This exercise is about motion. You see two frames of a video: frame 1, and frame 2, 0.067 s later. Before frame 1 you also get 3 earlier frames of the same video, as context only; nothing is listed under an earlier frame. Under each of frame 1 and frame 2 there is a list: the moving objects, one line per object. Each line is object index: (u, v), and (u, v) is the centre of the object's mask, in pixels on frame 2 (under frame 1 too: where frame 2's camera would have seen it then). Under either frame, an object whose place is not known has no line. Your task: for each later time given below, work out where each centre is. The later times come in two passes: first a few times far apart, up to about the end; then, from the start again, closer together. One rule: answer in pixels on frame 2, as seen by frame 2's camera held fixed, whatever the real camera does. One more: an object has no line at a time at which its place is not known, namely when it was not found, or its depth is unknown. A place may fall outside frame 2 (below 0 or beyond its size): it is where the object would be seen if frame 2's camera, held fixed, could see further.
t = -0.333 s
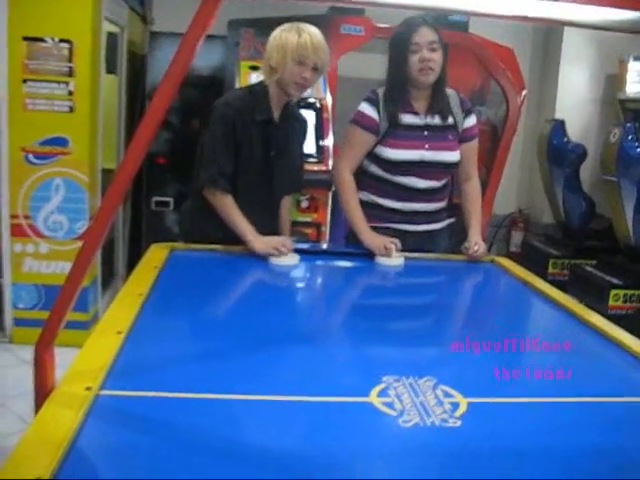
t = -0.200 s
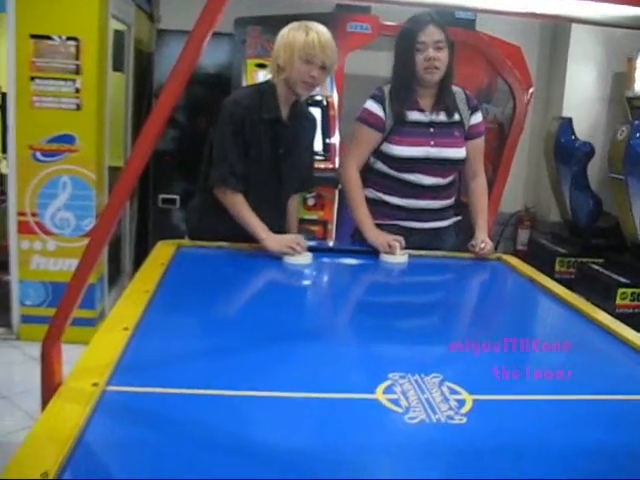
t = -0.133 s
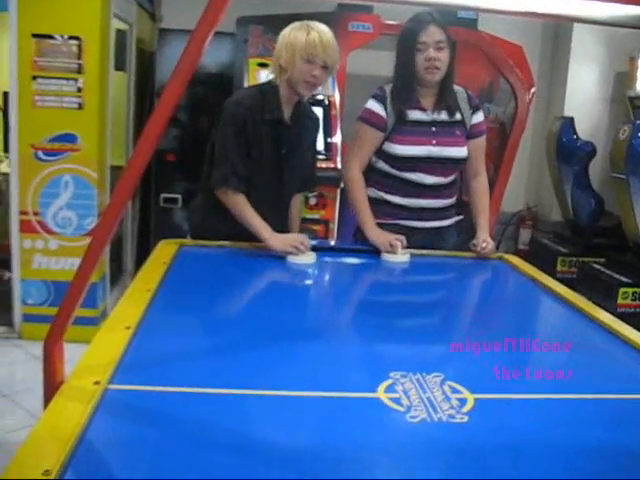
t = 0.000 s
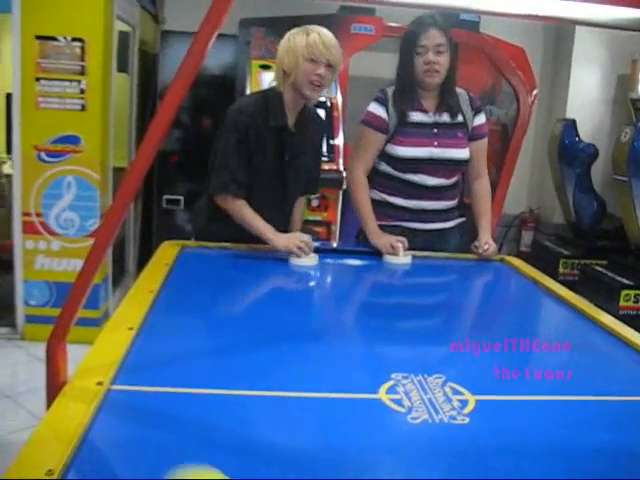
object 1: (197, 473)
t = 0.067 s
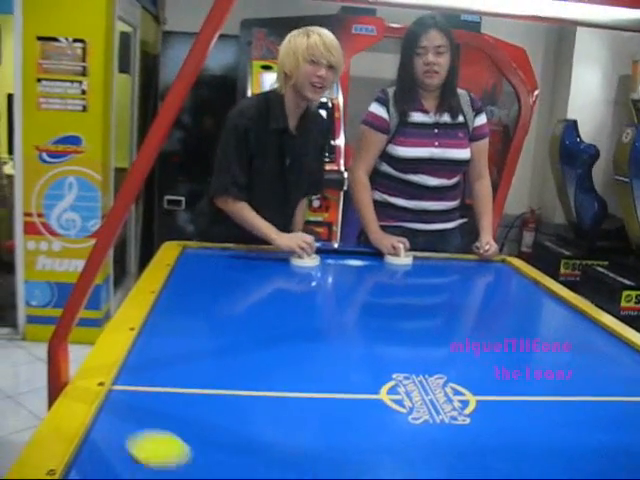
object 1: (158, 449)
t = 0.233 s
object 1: (187, 388)
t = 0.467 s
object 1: (297, 340)
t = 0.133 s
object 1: (125, 417)
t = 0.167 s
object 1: (144, 406)
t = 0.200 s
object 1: (166, 397)
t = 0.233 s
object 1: (187, 388)
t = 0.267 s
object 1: (205, 380)
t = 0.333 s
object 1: (239, 365)
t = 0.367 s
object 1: (255, 358)
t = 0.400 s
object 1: (270, 352)
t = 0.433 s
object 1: (284, 346)
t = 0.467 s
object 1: (297, 340)
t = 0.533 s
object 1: (322, 329)
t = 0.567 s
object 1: (333, 324)
